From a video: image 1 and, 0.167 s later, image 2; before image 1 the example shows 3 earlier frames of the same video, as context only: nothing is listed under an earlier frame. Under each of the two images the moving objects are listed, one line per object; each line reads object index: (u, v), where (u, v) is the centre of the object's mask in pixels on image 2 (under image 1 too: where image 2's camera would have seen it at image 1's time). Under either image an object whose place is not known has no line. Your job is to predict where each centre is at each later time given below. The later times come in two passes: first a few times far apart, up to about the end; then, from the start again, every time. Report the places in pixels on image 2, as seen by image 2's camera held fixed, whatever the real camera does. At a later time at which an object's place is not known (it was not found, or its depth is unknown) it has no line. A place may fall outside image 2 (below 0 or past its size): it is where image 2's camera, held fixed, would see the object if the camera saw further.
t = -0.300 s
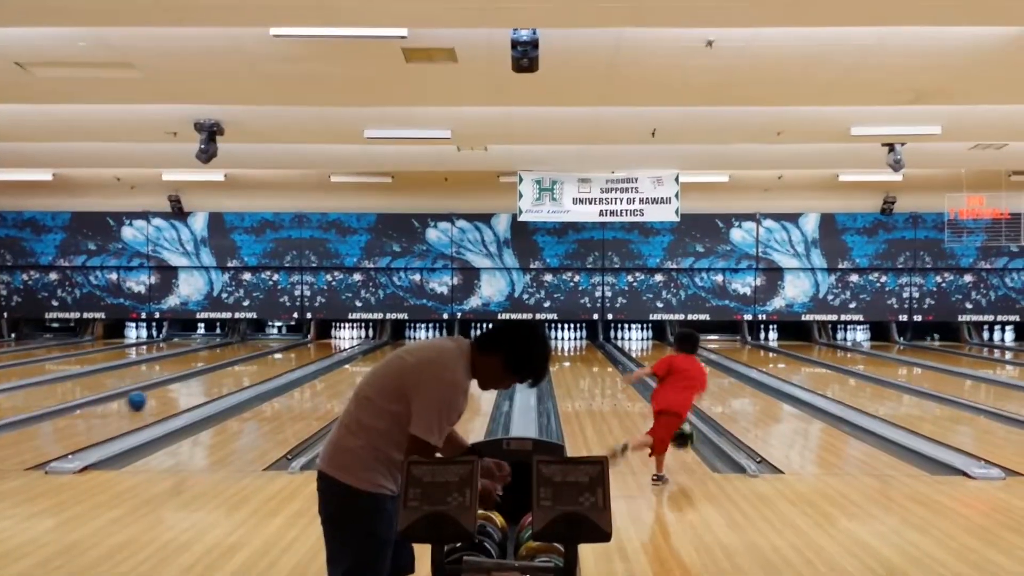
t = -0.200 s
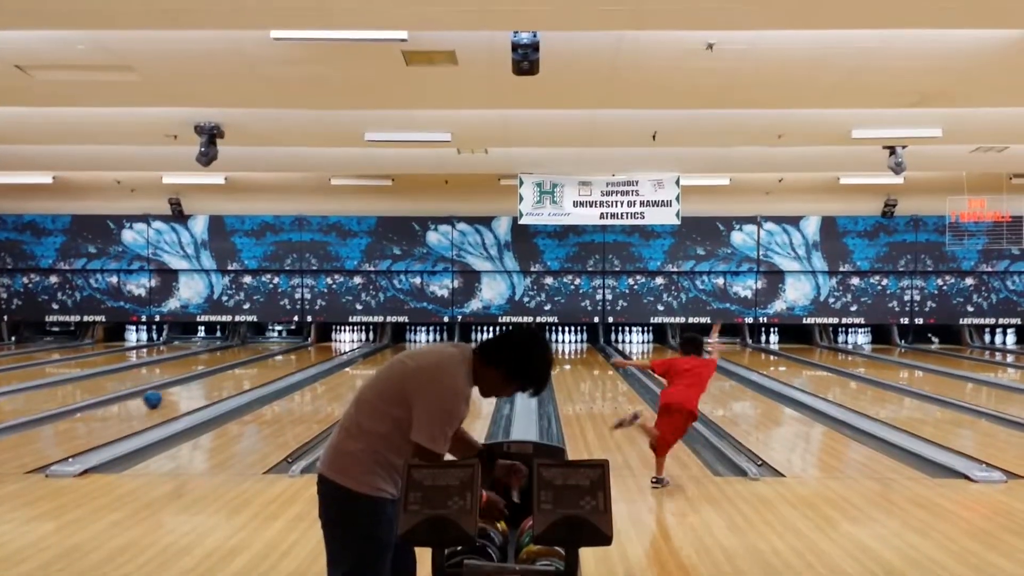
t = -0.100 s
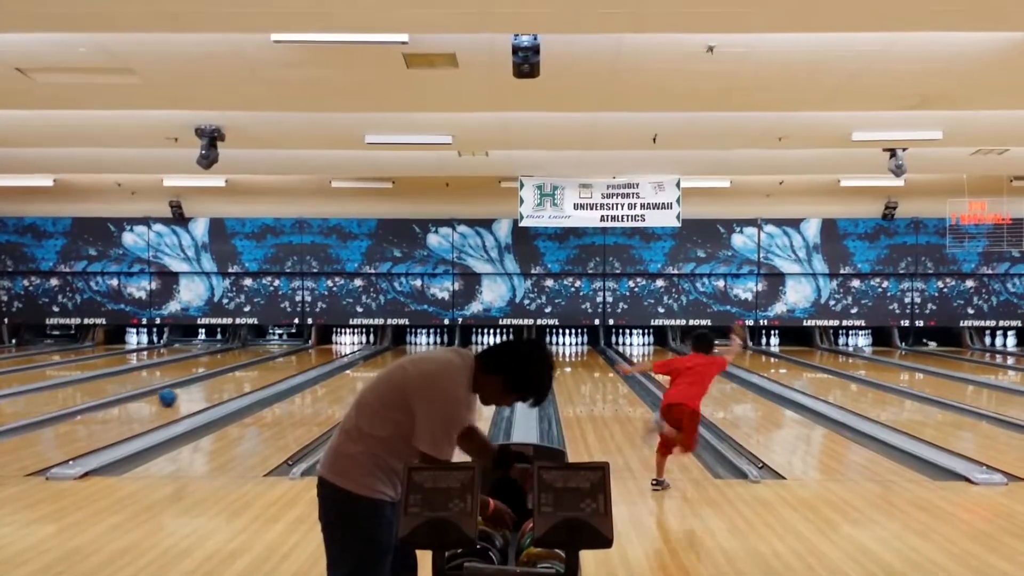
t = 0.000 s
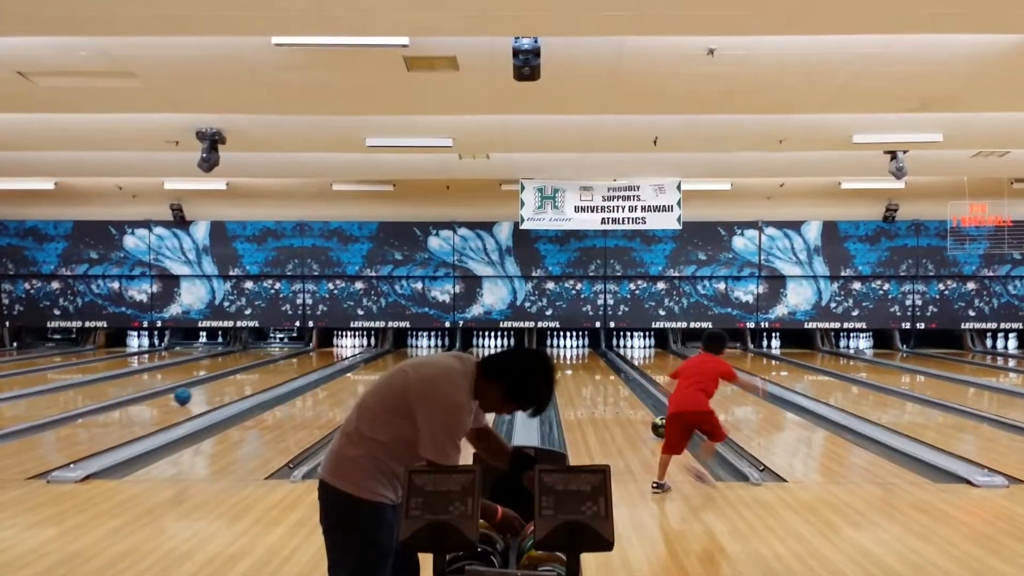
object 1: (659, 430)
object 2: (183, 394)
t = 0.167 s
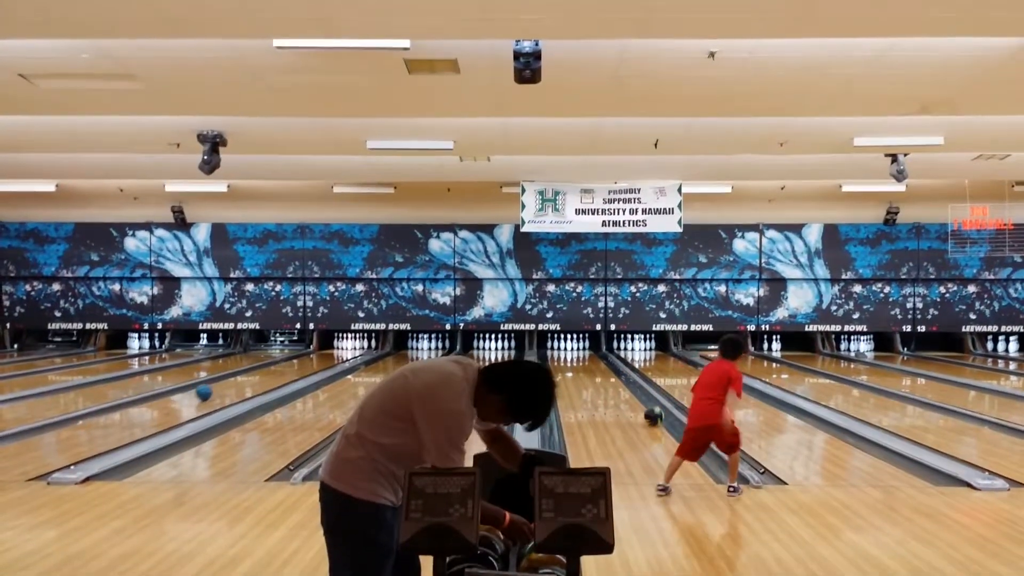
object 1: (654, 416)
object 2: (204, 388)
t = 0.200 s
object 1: (652, 414)
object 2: (207, 388)
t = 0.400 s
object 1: (646, 401)
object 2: (229, 382)
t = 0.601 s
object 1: (640, 392)
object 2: (247, 378)
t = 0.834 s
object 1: (635, 384)
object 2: (267, 371)
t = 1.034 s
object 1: (630, 378)
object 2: (283, 366)
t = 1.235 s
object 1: (625, 372)
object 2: (297, 361)
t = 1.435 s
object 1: (619, 368)
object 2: (307, 361)
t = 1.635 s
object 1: (616, 363)
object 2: (316, 357)
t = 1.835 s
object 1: (610, 360)
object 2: (326, 355)
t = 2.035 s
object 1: (608, 358)
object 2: (336, 354)
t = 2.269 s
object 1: (604, 355)
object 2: (342, 351)
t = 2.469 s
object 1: (602, 353)
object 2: (348, 349)
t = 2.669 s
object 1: (599, 350)
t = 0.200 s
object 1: (652, 414)
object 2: (207, 388)
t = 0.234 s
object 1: (651, 412)
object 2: (212, 387)
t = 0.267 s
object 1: (650, 410)
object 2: (215, 386)
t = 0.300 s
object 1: (649, 408)
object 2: (219, 385)
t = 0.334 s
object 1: (648, 405)
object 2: (222, 384)
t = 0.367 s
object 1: (647, 403)
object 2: (225, 383)
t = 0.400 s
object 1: (646, 401)
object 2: (229, 382)
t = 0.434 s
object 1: (644, 399)
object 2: (232, 381)
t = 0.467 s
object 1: (643, 398)
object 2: (236, 381)
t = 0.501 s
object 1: (642, 396)
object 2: (239, 380)
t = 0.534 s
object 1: (641, 395)
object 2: (242, 379)
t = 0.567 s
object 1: (640, 394)
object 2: (244, 379)
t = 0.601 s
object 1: (640, 392)
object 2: (247, 378)
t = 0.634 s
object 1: (640, 391)
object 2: (250, 377)
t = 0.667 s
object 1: (640, 391)
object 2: (253, 376)
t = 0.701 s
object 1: (639, 391)
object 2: (256, 376)
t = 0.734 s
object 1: (639, 390)
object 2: (258, 375)
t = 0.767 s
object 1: (639, 390)
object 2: (261, 373)
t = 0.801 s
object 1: (636, 385)
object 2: (265, 372)
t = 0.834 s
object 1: (635, 384)
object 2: (267, 371)
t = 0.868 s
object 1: (632, 383)
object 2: (270, 370)
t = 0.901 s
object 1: (631, 381)
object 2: (273, 370)
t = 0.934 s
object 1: (631, 380)
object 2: (275, 369)
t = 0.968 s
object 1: (630, 380)
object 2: (277, 368)
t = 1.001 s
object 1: (631, 380)
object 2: (280, 367)
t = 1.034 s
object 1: (630, 378)
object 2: (283, 366)
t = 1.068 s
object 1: (629, 376)
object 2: (286, 365)
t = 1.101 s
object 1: (628, 375)
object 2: (288, 365)
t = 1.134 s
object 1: (626, 373)
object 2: (289, 364)
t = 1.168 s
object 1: (625, 372)
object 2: (291, 362)
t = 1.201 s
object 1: (625, 373)
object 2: (294, 363)
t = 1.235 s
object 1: (625, 372)
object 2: (297, 361)
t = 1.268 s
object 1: (625, 372)
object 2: (299, 362)
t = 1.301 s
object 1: (624, 372)
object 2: (300, 362)
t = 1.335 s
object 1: (623, 371)
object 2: (303, 362)
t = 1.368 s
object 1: (622, 370)
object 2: (304, 362)
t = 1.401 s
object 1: (621, 368)
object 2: (307, 361)
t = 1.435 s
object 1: (619, 368)
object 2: (307, 361)
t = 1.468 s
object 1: (618, 366)
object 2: (308, 361)
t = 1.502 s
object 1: (616, 367)
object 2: (312, 359)
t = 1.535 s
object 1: (616, 364)
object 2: (314, 359)
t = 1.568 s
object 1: (616, 363)
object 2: (316, 358)
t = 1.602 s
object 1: (616, 363)
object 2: (317, 358)
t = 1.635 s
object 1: (616, 363)
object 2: (316, 357)
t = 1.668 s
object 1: (615, 363)
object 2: (318, 357)
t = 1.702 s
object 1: (612, 362)
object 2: (320, 357)
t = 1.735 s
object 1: (612, 361)
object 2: (322, 356)
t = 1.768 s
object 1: (612, 361)
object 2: (323, 355)
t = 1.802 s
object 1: (611, 361)
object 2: (325, 355)
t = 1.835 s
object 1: (610, 360)
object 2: (326, 355)
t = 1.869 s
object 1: (609, 359)
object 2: (327, 355)
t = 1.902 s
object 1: (611, 358)
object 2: (329, 354)
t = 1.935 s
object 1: (611, 359)
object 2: (333, 355)
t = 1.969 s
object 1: (610, 359)
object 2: (334, 355)
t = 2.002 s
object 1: (610, 357)
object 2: (335, 354)
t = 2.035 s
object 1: (608, 358)
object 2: (336, 354)
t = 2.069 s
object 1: (608, 356)
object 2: (338, 352)
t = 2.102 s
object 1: (608, 356)
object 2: (338, 351)
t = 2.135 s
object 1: (607, 357)
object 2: (339, 351)
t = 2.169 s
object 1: (607, 357)
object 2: (339, 352)
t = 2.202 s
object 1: (606, 357)
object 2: (340, 352)
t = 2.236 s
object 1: (605, 356)
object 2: (341, 351)
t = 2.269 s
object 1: (604, 355)
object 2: (342, 351)
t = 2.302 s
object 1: (604, 354)
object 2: (343, 351)
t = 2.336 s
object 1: (604, 356)
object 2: (344, 351)
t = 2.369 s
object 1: (604, 356)
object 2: (345, 350)
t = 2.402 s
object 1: (604, 355)
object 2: (346, 350)
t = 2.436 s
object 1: (603, 353)
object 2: (347, 350)
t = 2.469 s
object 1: (602, 353)
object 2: (348, 349)
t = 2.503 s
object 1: (602, 354)
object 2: (349, 349)
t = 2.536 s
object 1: (600, 351)
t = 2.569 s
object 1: (599, 351)
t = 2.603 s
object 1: (599, 351)
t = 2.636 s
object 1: (599, 351)
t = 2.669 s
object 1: (599, 350)
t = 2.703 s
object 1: (598, 350)
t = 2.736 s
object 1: (598, 349)
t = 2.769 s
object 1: (598, 349)
